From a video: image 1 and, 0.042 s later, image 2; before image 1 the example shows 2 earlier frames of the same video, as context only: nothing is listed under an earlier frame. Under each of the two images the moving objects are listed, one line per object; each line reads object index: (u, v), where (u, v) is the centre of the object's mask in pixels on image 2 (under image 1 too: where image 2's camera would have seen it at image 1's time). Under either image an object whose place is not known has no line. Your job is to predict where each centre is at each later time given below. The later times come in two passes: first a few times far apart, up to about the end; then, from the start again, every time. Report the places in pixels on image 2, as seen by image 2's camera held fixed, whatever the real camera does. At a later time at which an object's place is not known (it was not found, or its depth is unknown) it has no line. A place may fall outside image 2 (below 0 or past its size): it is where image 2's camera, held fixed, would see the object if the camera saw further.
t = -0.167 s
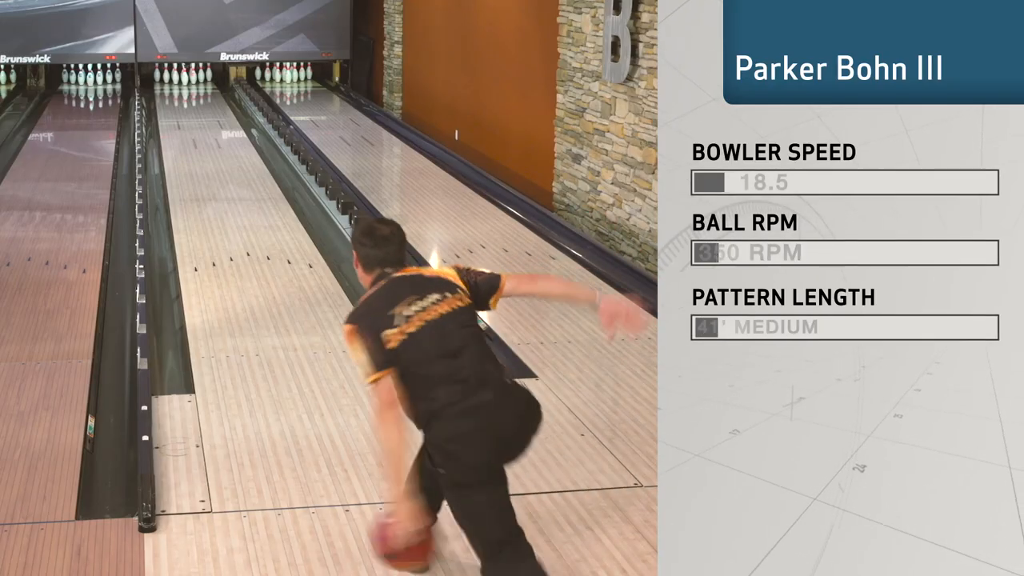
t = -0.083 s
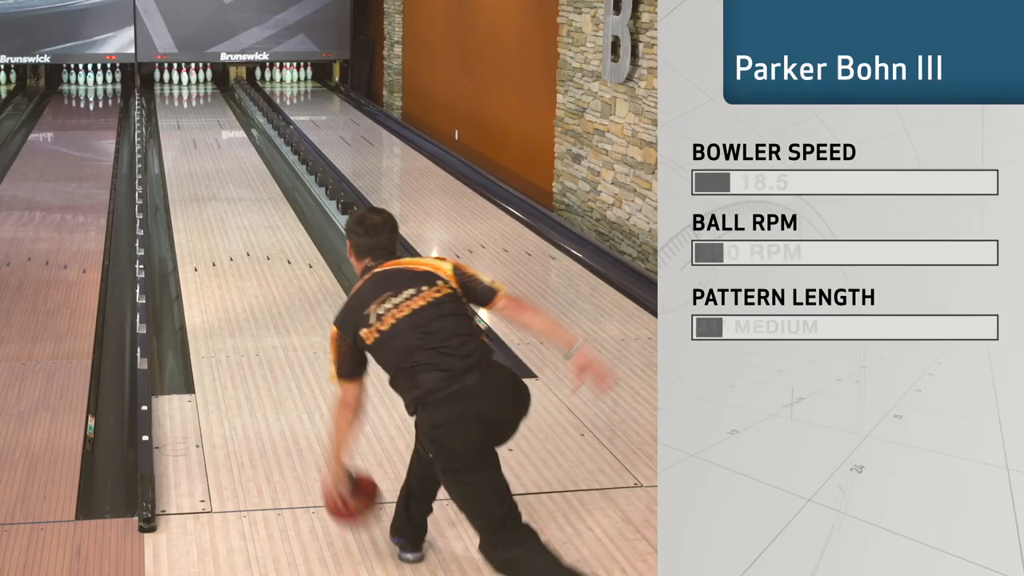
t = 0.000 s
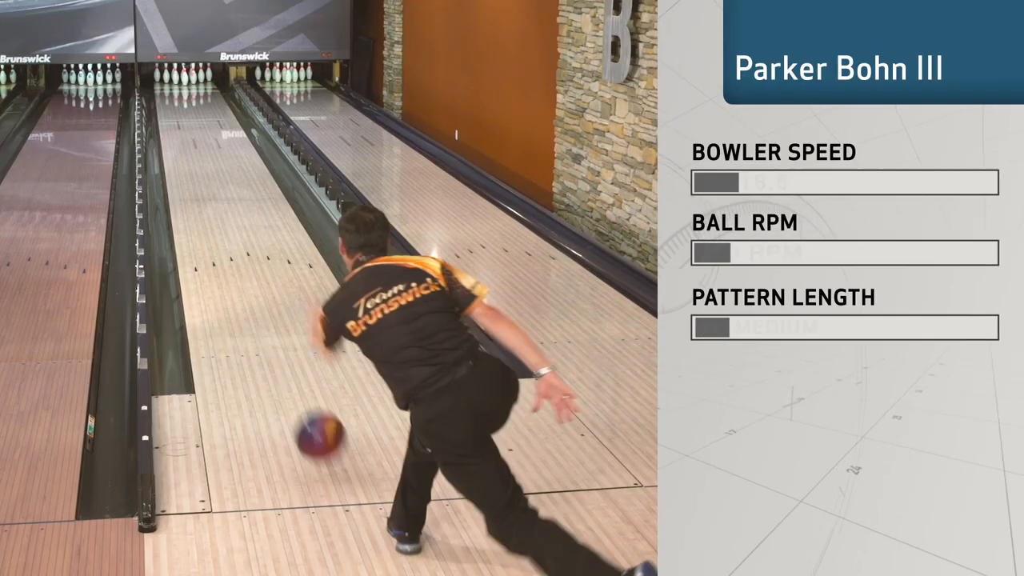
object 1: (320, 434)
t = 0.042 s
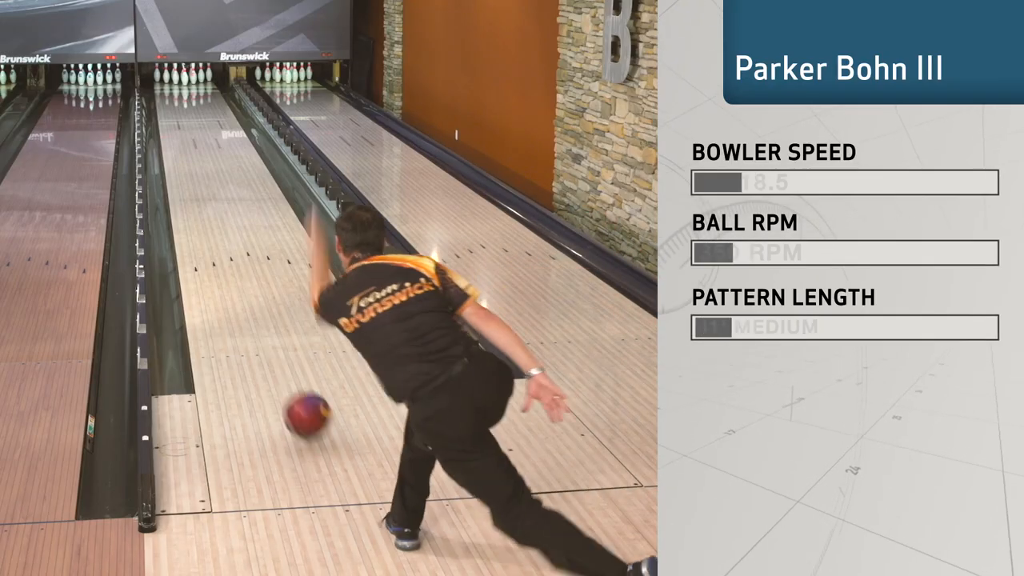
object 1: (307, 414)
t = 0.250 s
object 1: (259, 321)
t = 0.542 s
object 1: (221, 236)
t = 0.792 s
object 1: (200, 189)
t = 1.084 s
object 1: (184, 151)
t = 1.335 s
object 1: (176, 128)
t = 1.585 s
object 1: (171, 110)
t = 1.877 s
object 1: (172, 94)
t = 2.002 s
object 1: (174, 88)
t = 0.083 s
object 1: (295, 399)
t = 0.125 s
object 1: (285, 375)
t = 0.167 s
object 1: (275, 355)
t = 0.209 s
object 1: (267, 338)
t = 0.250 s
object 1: (259, 321)
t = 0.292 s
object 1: (253, 306)
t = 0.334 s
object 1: (246, 292)
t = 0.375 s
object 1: (240, 279)
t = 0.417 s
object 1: (234, 266)
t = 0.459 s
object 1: (230, 256)
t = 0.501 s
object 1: (225, 245)
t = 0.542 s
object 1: (221, 236)
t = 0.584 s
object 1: (216, 227)
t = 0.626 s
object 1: (213, 218)
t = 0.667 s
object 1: (209, 211)
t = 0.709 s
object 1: (206, 203)
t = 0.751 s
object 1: (203, 196)
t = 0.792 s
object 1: (200, 189)
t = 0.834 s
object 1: (197, 183)
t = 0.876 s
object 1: (195, 177)
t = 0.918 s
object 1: (192, 171)
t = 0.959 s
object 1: (190, 165)
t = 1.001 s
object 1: (188, 161)
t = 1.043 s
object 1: (186, 155)
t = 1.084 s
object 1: (184, 151)
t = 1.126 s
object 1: (183, 147)
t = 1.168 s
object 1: (181, 143)
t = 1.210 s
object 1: (180, 138)
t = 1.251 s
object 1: (178, 135)
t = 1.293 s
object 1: (177, 131)
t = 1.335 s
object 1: (176, 128)
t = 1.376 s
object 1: (175, 124)
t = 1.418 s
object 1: (174, 121)
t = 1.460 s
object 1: (173, 118)
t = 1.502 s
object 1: (173, 115)
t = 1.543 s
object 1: (172, 113)
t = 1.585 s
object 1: (171, 110)
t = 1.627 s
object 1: (171, 107)
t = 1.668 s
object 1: (171, 105)
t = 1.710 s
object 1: (171, 103)
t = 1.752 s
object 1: (171, 100)
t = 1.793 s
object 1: (171, 98)
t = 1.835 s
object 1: (171, 96)
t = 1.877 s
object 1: (172, 94)
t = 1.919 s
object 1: (173, 92)
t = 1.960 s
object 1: (173, 90)
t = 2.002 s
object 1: (174, 88)
